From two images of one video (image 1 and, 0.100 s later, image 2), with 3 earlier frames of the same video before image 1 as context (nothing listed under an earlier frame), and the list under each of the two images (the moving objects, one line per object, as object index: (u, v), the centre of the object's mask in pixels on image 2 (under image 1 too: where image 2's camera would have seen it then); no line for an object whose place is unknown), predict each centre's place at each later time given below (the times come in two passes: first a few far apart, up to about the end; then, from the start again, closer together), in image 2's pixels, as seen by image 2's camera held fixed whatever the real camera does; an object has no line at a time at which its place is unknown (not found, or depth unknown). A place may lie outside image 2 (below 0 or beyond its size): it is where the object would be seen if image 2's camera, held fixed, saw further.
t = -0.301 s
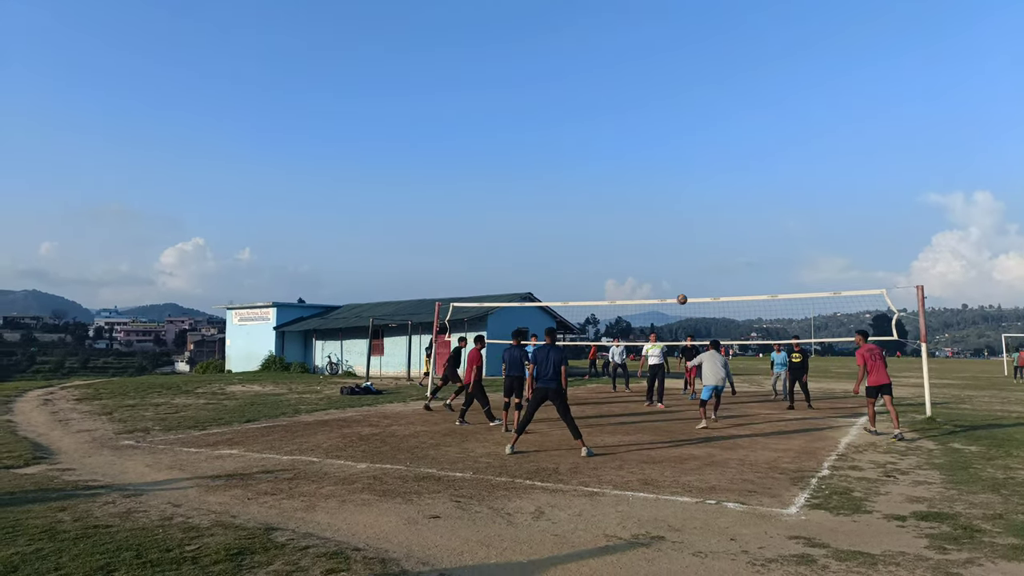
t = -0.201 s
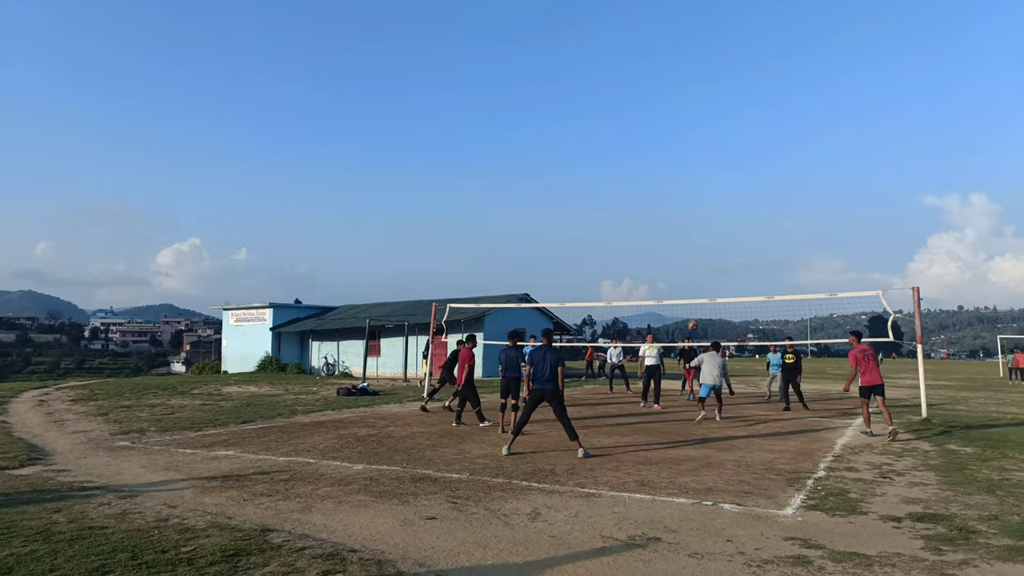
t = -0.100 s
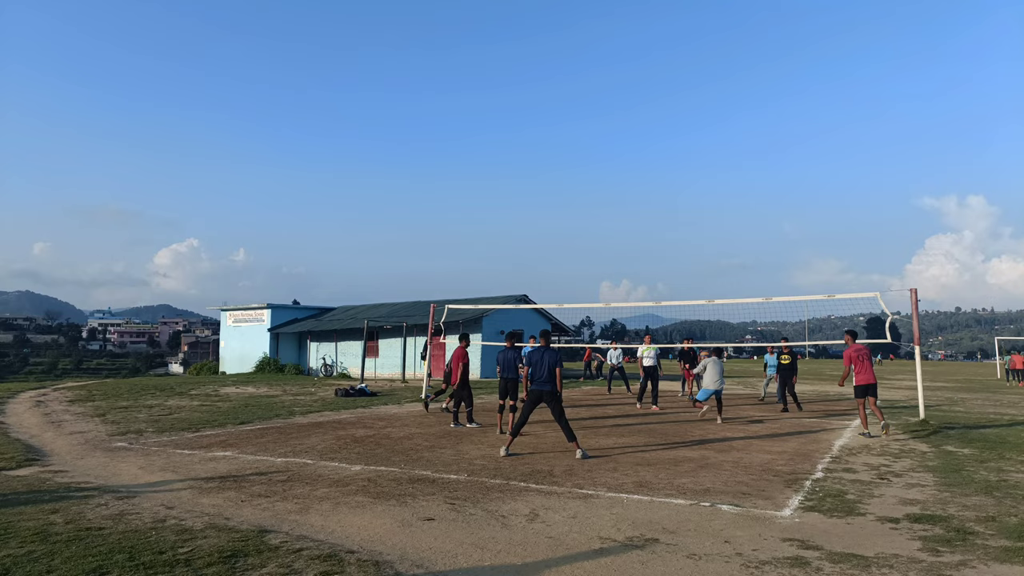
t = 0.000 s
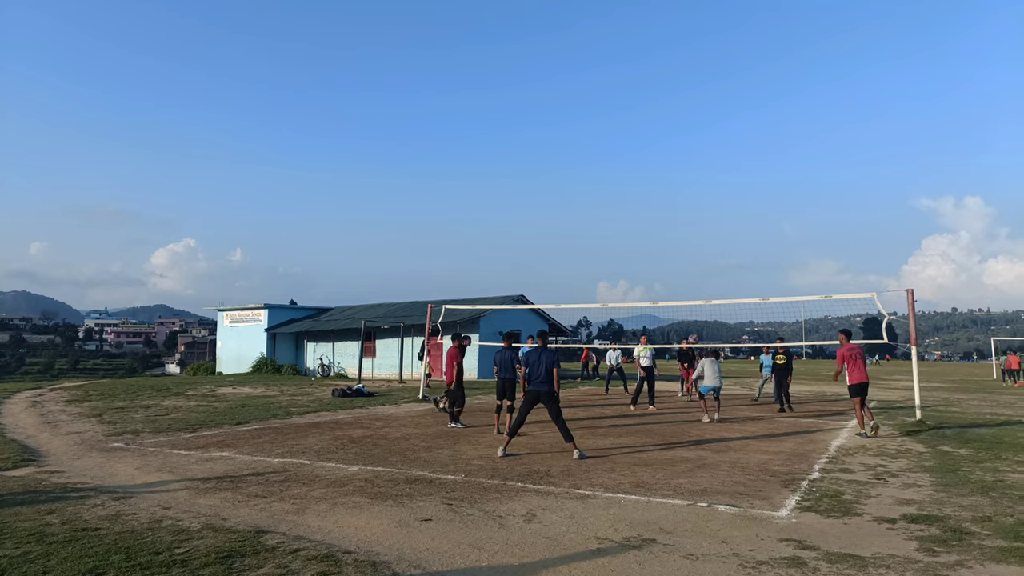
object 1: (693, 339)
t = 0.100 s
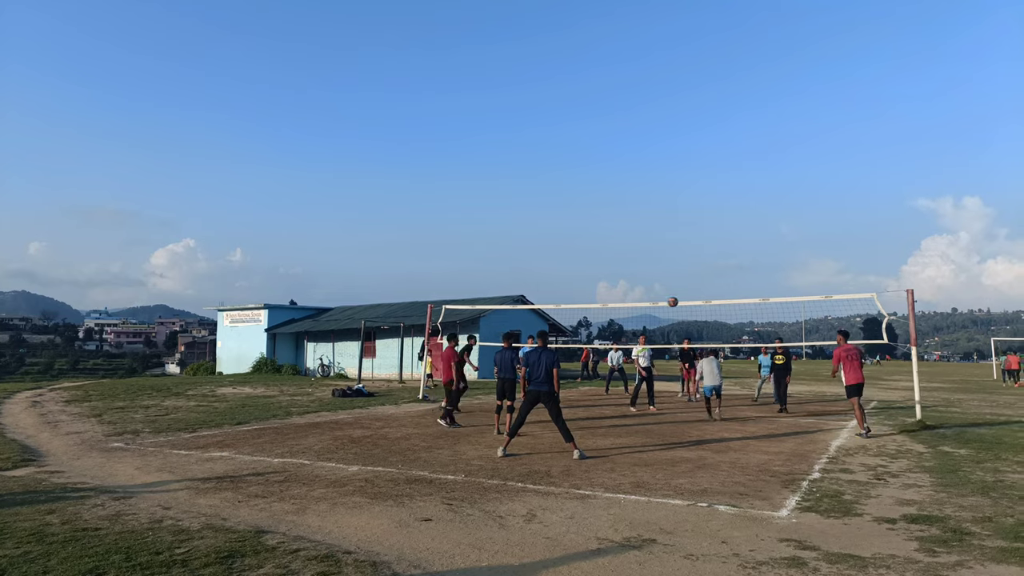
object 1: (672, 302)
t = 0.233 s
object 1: (644, 259)
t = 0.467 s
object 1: (595, 204)
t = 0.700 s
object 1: (545, 176)
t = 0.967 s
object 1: (485, 178)
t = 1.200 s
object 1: (430, 212)
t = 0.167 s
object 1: (658, 279)
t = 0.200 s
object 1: (651, 269)
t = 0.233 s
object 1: (644, 259)
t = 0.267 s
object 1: (638, 249)
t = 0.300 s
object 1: (630, 240)
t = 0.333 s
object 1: (623, 232)
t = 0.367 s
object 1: (616, 224)
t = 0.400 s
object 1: (609, 217)
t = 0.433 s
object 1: (602, 210)
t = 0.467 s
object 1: (595, 204)
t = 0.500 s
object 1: (588, 198)
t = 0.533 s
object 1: (581, 193)
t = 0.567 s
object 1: (574, 189)
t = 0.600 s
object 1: (567, 185)
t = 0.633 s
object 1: (559, 181)
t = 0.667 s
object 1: (552, 178)
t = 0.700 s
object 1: (545, 176)
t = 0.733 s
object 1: (538, 174)
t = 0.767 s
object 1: (530, 173)
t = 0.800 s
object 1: (523, 172)
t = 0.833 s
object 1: (516, 172)
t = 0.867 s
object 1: (508, 173)
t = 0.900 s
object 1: (500, 174)
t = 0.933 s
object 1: (493, 175)
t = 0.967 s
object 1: (485, 178)
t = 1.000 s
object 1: (477, 181)
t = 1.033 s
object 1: (470, 184)
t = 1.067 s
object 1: (462, 189)
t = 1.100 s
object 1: (454, 194)
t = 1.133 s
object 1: (446, 199)
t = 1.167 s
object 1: (438, 205)
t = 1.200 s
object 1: (430, 212)
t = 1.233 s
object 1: (422, 220)
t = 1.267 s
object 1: (414, 228)
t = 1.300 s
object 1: (405, 238)
